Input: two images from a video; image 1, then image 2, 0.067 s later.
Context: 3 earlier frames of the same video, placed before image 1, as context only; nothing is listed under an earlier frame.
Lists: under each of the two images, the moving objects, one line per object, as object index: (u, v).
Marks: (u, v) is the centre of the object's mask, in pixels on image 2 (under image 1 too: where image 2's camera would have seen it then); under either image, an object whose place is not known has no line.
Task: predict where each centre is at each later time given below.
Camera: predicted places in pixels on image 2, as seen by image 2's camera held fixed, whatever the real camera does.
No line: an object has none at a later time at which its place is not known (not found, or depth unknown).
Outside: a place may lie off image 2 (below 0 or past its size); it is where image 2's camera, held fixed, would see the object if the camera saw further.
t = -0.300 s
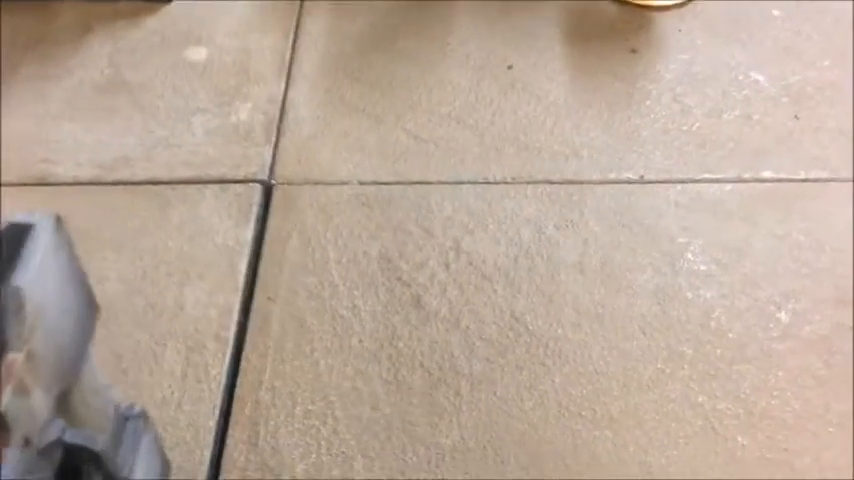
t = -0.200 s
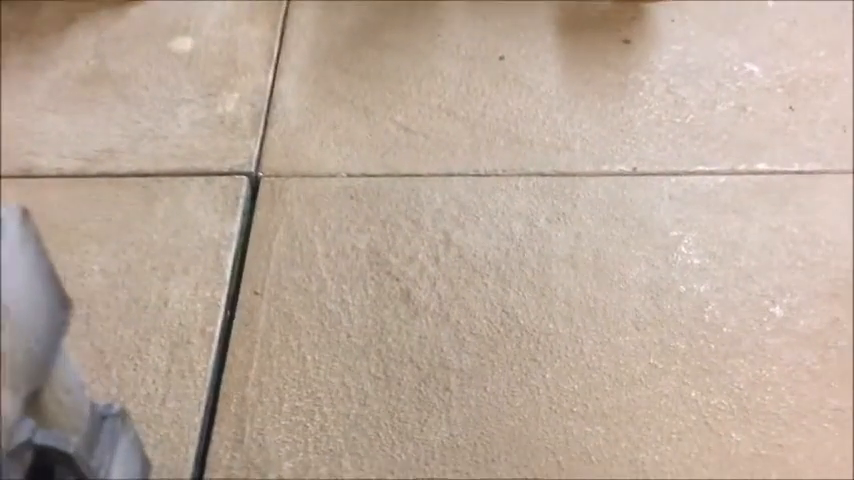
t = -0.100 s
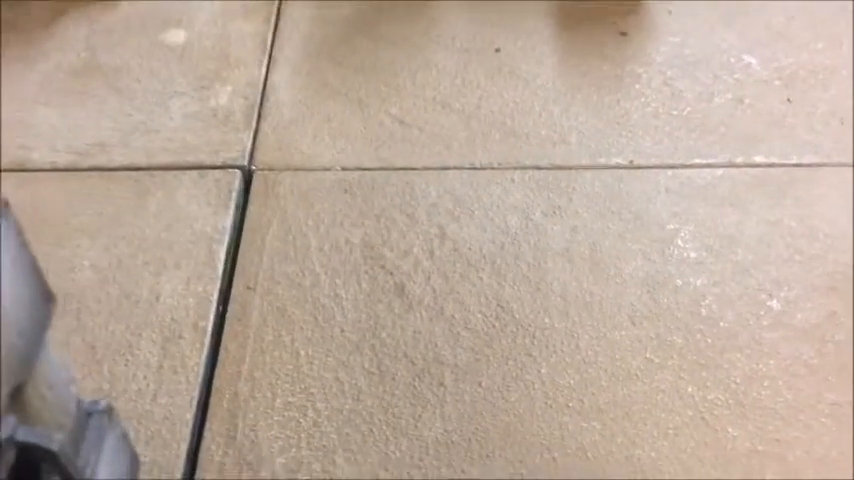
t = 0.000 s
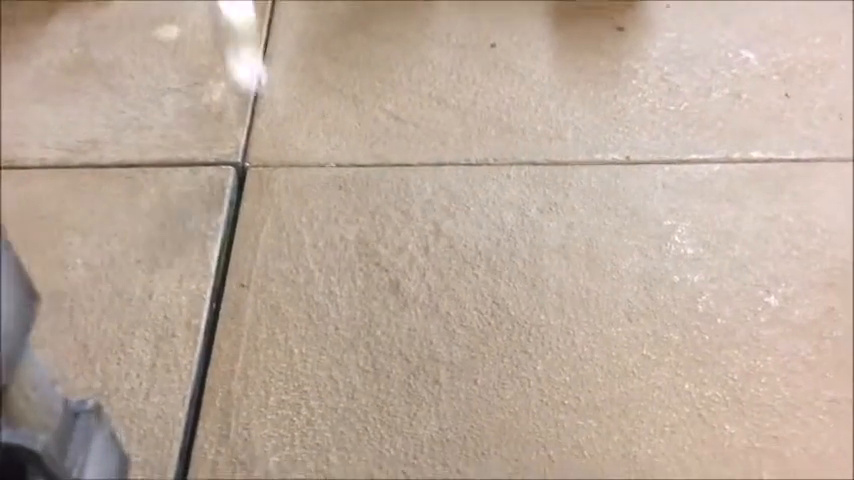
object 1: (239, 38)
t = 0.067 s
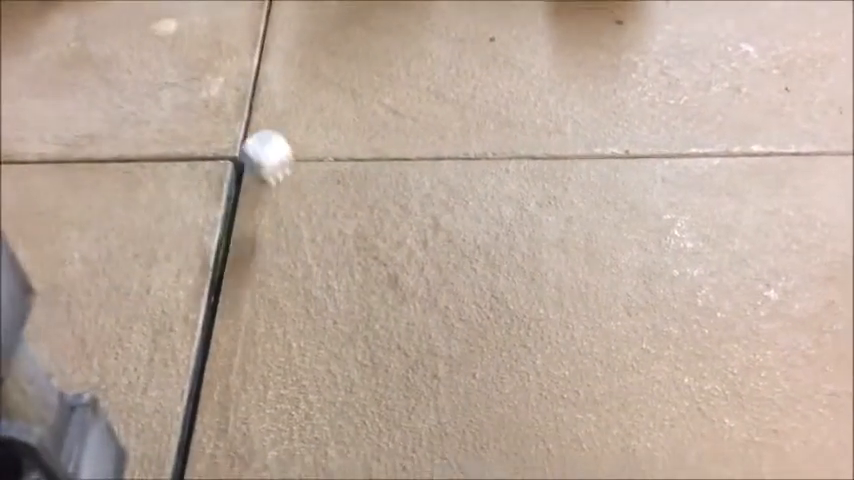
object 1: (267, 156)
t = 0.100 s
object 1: (274, 176)
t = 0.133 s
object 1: (283, 220)
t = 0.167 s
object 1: (296, 287)
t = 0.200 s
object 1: (309, 319)
